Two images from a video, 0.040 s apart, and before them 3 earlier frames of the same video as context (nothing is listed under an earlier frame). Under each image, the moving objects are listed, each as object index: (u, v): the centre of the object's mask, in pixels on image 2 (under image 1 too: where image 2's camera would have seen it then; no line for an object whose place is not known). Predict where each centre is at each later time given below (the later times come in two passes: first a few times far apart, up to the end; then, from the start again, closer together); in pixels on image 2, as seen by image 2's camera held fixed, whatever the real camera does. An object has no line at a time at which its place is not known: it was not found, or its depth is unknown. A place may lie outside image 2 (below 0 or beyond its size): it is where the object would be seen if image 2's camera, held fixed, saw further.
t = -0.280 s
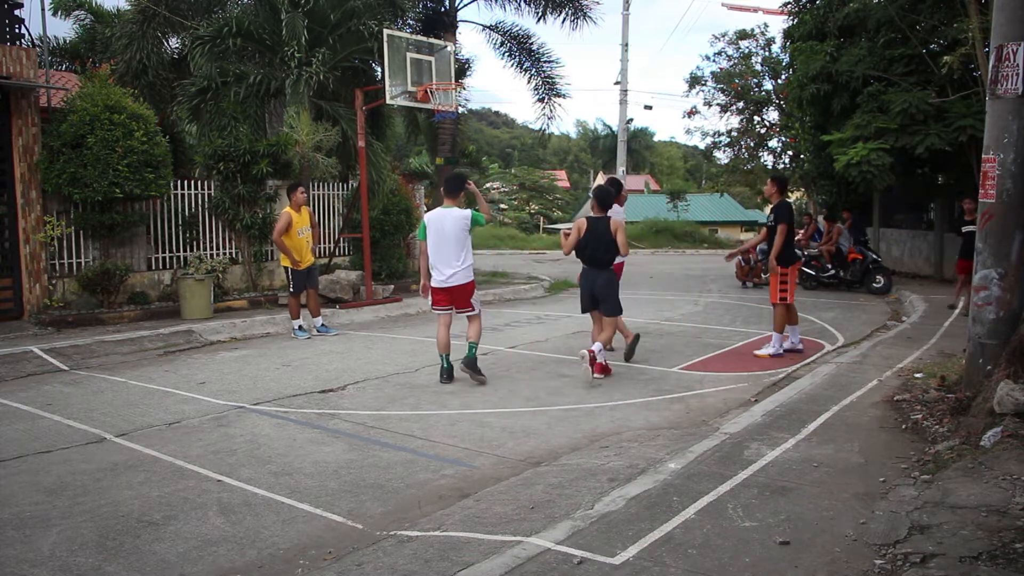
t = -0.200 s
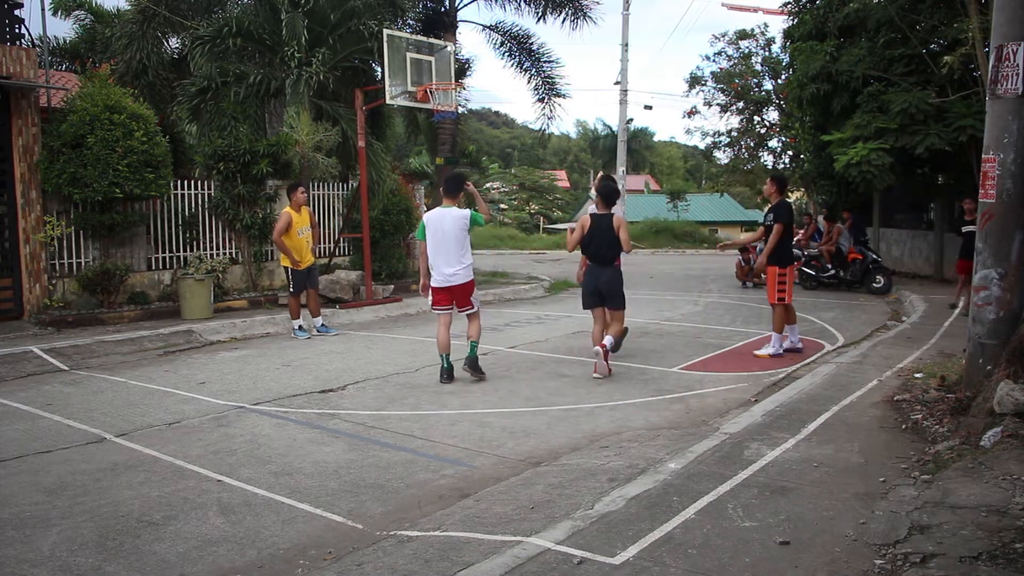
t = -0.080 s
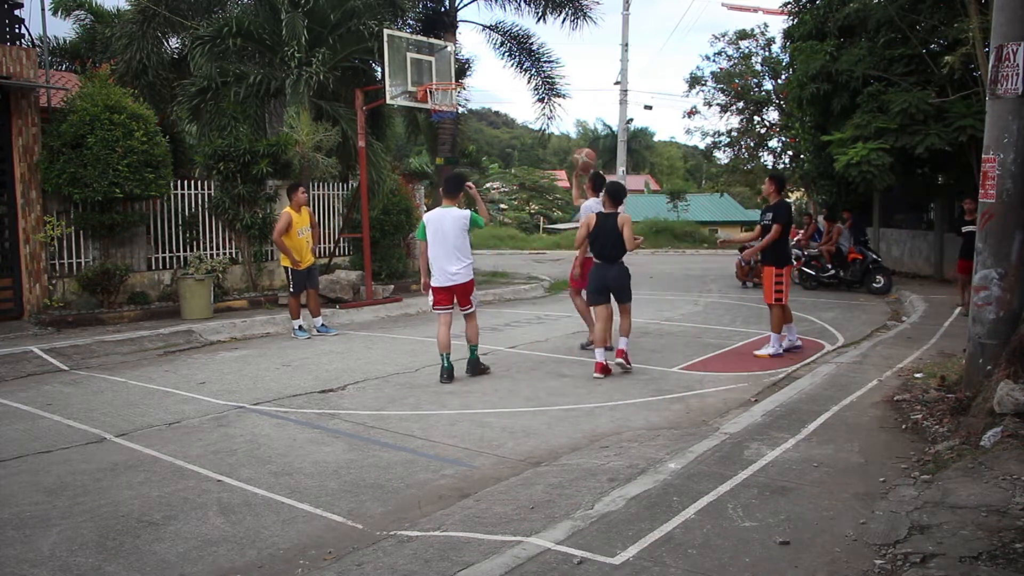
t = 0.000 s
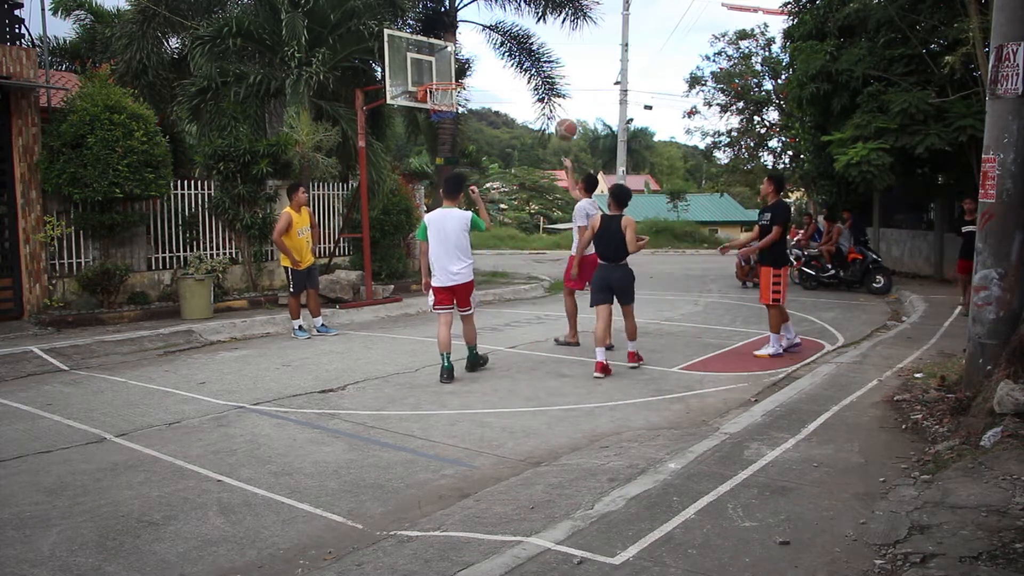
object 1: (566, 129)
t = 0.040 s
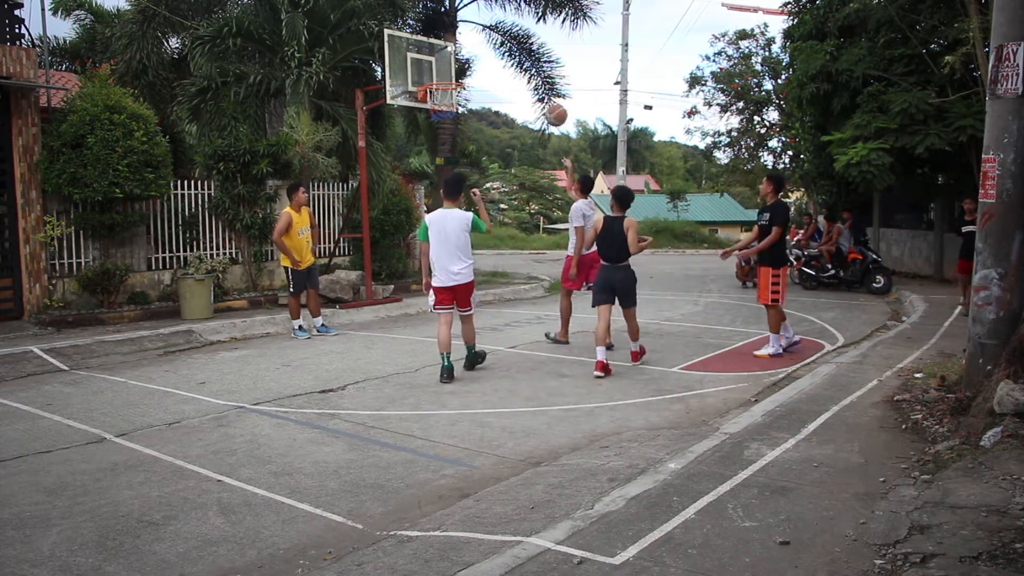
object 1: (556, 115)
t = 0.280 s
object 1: (504, 68)
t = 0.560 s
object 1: (456, 73)
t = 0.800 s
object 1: (442, 76)
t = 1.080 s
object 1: (443, 123)
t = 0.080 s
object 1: (547, 103)
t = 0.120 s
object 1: (537, 93)
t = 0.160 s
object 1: (529, 85)
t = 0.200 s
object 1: (520, 77)
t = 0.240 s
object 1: (512, 72)
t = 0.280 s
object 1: (504, 68)
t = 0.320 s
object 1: (496, 65)
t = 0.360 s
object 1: (489, 64)
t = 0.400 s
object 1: (481, 64)
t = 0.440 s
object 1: (474, 65)
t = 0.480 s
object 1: (467, 68)
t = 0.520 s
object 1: (460, 71)
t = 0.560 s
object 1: (456, 73)
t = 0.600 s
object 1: (454, 71)
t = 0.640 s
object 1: (452, 70)
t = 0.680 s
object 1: (450, 71)
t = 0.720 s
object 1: (448, 72)
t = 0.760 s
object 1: (445, 74)
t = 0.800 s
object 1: (442, 76)
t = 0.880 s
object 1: (442, 91)
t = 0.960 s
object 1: (444, 105)
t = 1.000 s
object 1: (442, 111)
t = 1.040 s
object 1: (444, 116)
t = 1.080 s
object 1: (443, 123)
